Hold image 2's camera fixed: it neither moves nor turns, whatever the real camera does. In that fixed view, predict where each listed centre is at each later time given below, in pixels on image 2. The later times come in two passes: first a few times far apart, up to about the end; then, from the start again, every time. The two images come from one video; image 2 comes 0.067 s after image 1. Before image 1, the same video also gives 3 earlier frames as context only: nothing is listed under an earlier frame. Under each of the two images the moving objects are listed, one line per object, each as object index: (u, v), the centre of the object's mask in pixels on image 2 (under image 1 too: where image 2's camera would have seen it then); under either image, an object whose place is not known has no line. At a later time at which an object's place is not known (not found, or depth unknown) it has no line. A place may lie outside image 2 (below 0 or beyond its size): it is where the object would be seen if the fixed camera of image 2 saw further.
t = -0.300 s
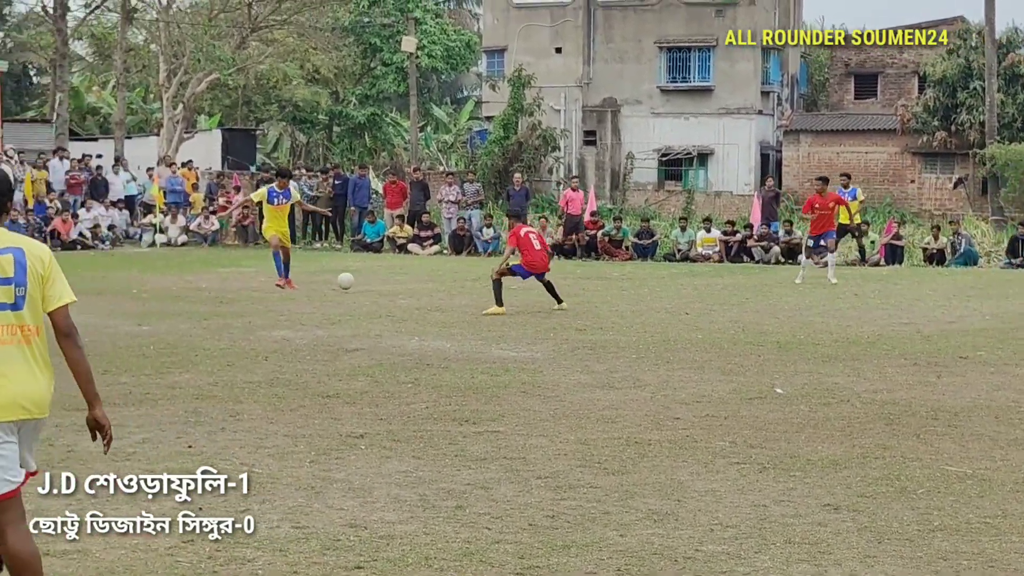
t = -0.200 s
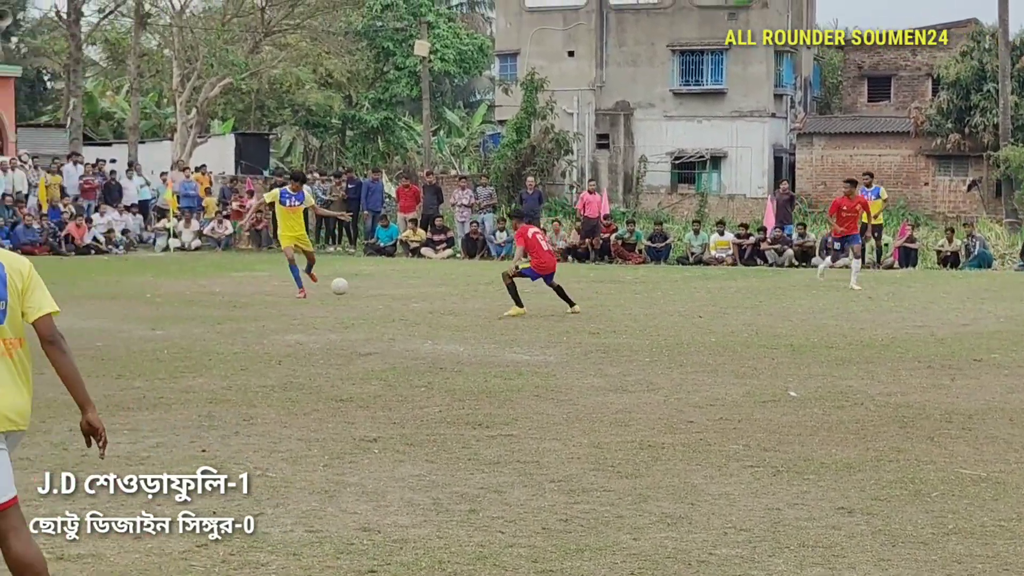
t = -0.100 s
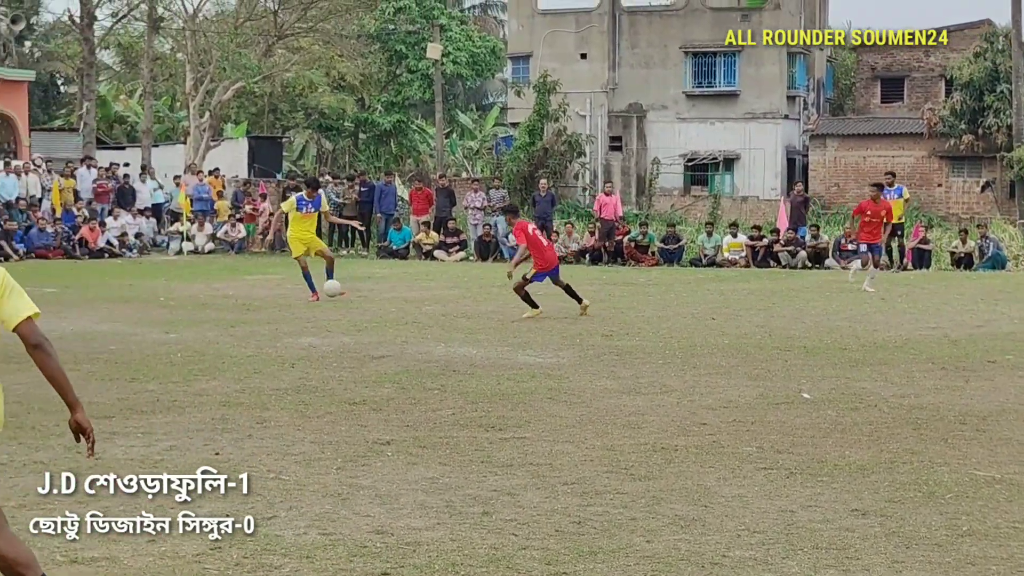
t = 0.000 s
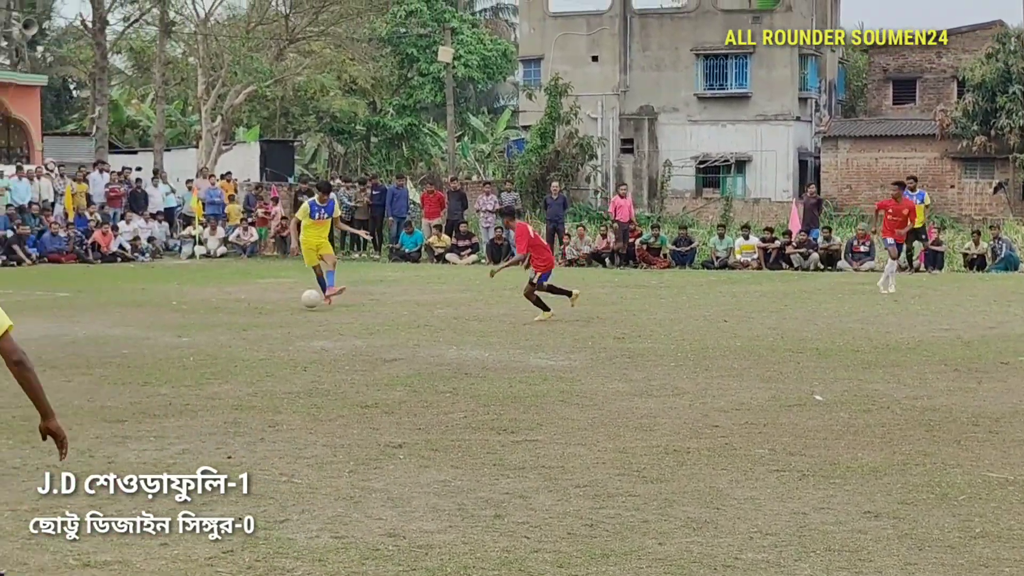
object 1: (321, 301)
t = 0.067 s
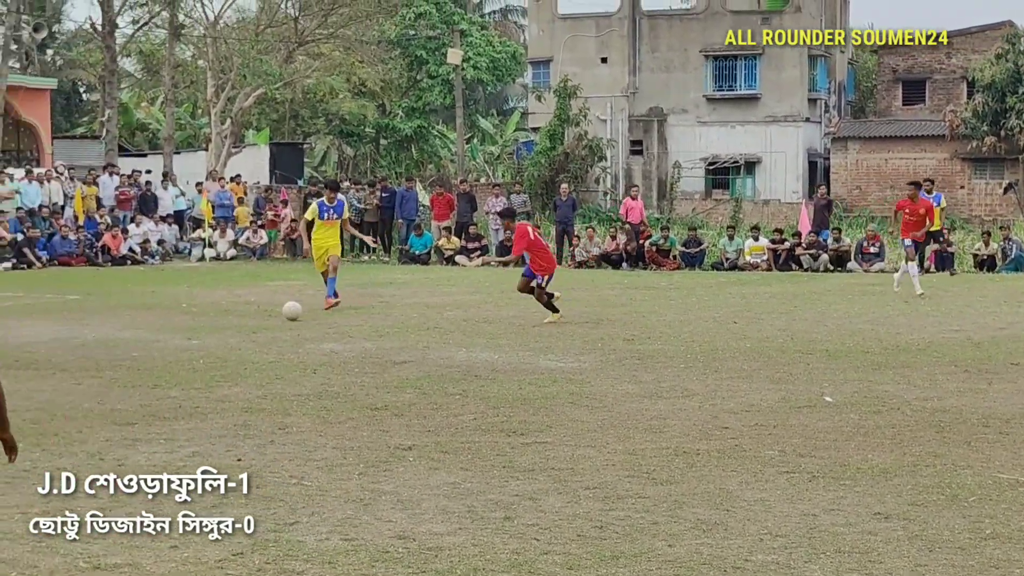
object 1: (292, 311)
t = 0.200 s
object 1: (232, 304)
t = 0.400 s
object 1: (126, 325)
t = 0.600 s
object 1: (9, 336)
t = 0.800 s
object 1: (-116, 328)
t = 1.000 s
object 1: (-264, 385)
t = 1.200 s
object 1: (-456, 400)
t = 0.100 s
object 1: (277, 311)
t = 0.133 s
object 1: (263, 308)
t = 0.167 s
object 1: (248, 305)
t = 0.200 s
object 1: (232, 304)
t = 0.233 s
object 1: (216, 304)
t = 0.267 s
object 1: (199, 306)
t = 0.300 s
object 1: (182, 308)
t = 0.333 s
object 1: (164, 312)
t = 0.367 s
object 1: (145, 318)
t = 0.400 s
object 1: (126, 325)
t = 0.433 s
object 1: (106, 334)
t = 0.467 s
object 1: (85, 344)
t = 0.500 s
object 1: (63, 356)
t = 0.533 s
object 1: (46, 349)
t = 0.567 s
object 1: (28, 341)
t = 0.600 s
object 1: (9, 336)
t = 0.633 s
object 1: (-11, 331)
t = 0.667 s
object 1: (-31, 327)
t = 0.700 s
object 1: (-51, 325)
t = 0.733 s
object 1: (-72, 324)
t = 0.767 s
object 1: (-94, 325)
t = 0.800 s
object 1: (-116, 328)
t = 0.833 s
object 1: (-139, 332)
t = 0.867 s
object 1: (-162, 338)
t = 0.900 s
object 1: (-186, 346)
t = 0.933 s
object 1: (-211, 358)
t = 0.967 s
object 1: (-236, 370)
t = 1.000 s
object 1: (-264, 385)
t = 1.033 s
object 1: (-291, 403)
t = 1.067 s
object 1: (-321, 418)
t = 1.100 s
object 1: (-353, 411)
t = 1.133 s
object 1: (-385, 405)
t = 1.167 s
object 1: (-420, 401)
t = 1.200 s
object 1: (-456, 400)
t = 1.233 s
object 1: (-493, 399)
